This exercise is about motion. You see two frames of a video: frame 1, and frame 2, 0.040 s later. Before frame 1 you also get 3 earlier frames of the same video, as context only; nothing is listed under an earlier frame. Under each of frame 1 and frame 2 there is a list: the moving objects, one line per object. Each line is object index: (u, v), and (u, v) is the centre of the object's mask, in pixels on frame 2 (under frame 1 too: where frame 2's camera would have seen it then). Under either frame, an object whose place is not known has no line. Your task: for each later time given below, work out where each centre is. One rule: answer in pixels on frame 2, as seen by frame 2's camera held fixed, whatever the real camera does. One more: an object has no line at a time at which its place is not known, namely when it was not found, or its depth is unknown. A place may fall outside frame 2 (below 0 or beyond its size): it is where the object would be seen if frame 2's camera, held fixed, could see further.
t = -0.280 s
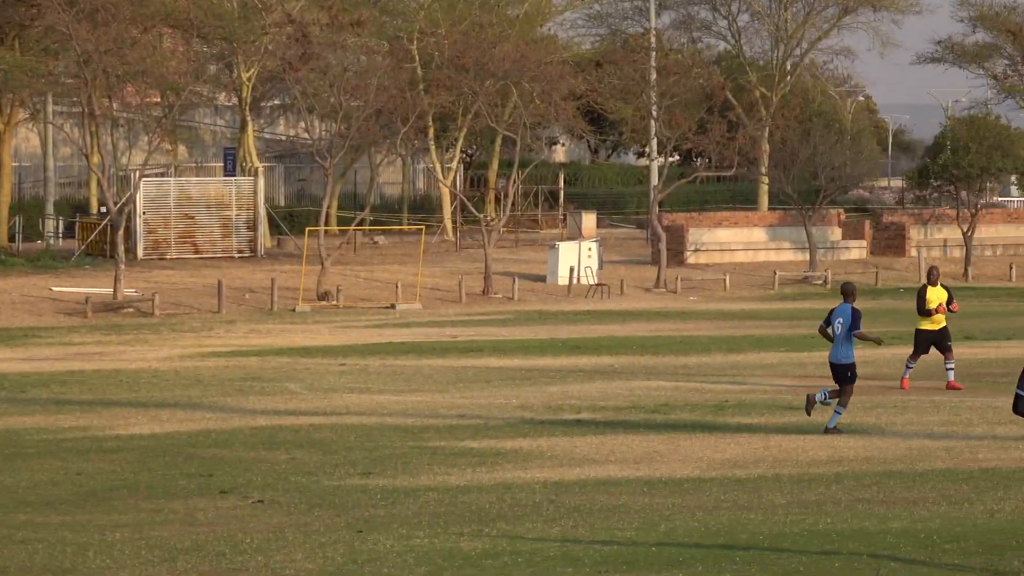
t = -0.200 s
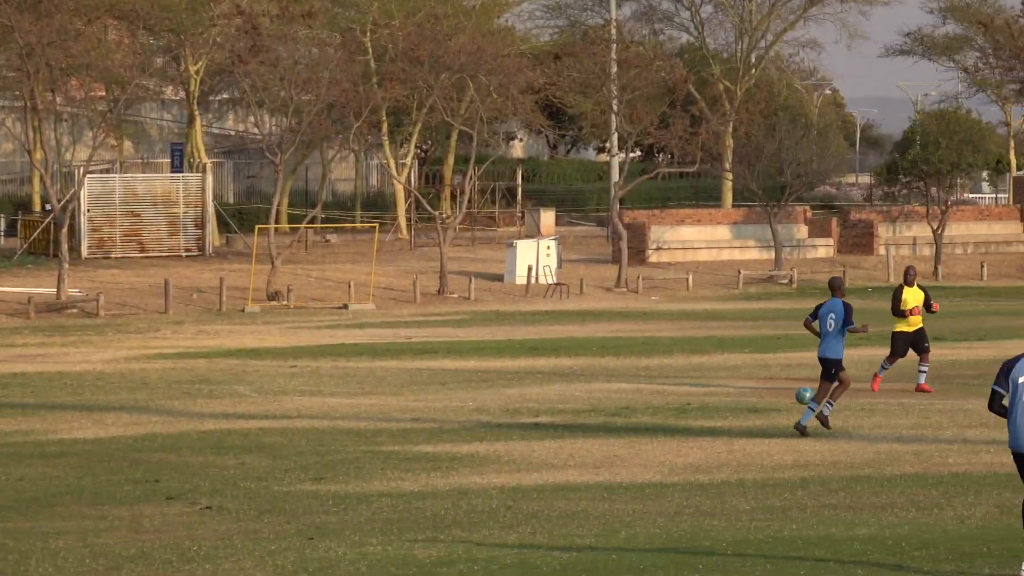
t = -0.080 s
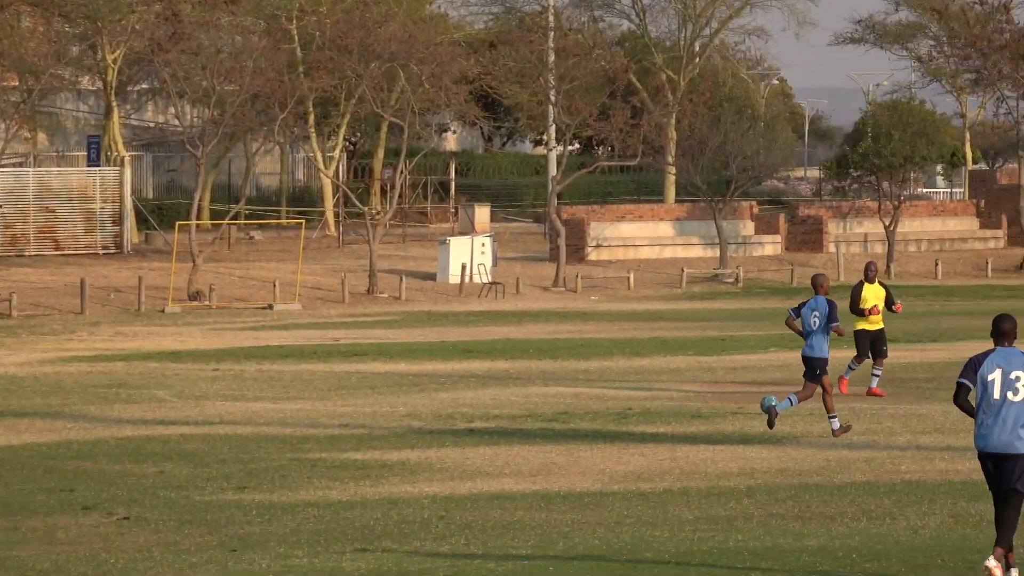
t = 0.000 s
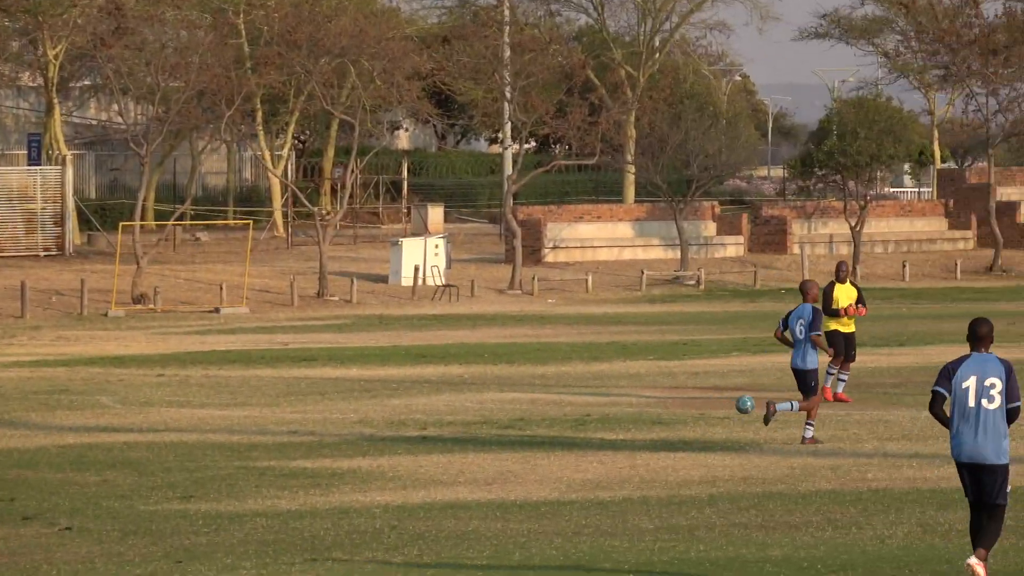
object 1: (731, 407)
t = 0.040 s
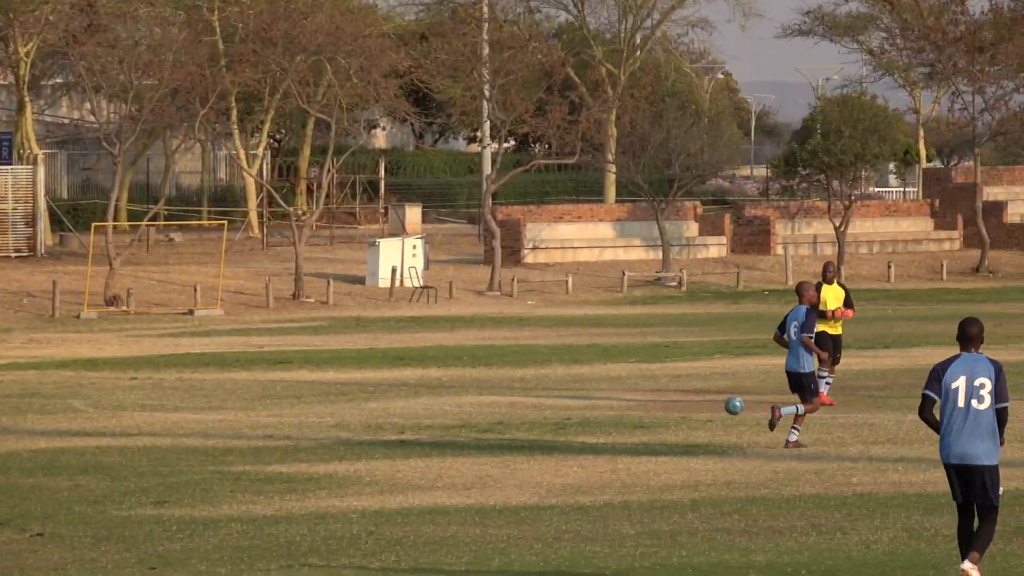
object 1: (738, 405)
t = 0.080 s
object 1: (745, 404)
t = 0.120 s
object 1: (752, 405)
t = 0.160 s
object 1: (759, 407)
